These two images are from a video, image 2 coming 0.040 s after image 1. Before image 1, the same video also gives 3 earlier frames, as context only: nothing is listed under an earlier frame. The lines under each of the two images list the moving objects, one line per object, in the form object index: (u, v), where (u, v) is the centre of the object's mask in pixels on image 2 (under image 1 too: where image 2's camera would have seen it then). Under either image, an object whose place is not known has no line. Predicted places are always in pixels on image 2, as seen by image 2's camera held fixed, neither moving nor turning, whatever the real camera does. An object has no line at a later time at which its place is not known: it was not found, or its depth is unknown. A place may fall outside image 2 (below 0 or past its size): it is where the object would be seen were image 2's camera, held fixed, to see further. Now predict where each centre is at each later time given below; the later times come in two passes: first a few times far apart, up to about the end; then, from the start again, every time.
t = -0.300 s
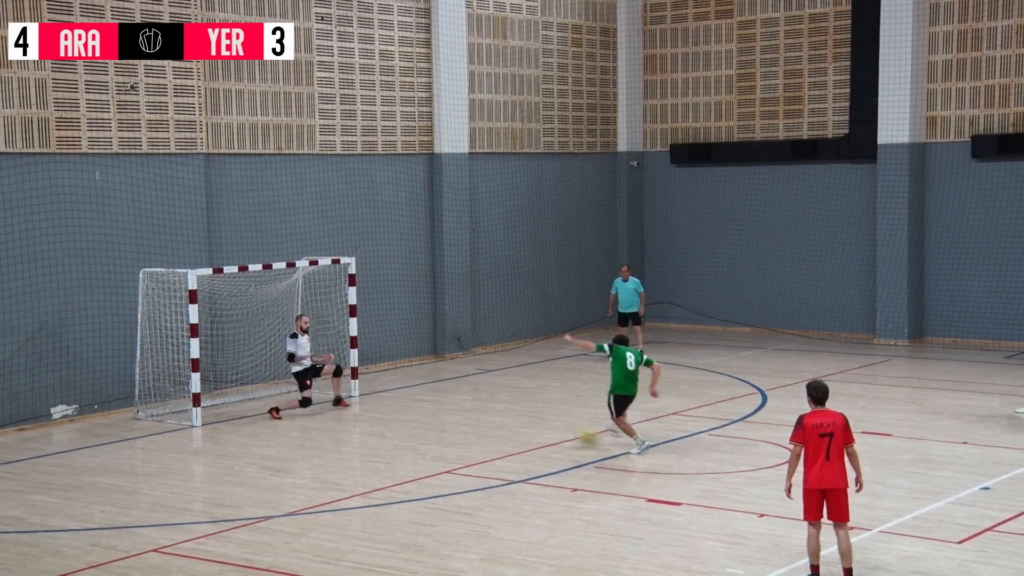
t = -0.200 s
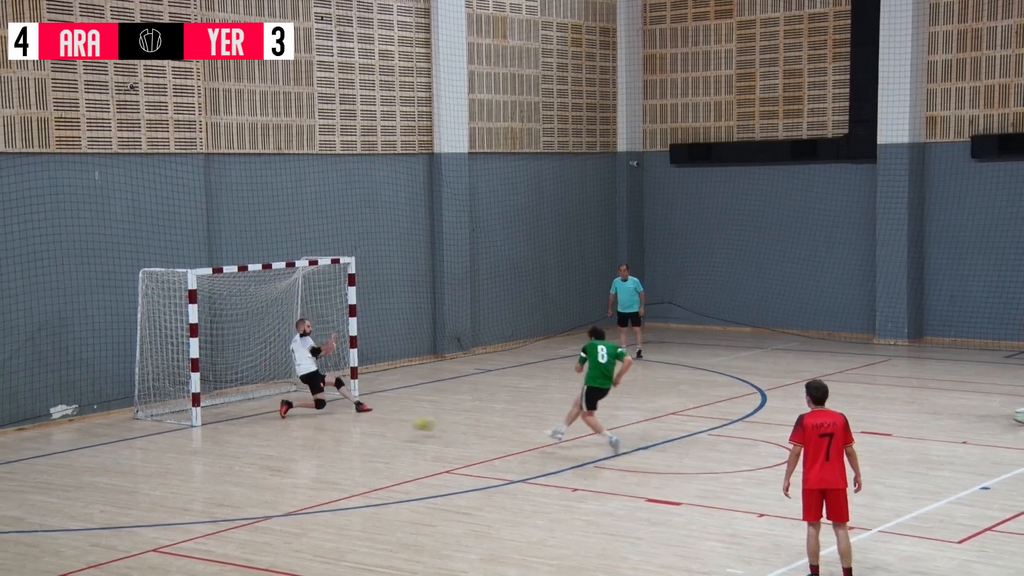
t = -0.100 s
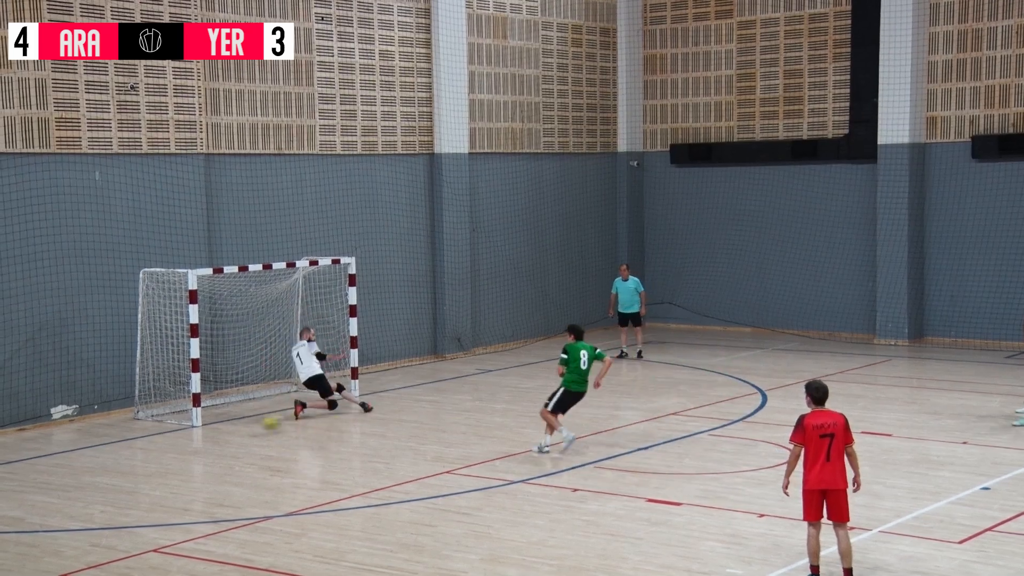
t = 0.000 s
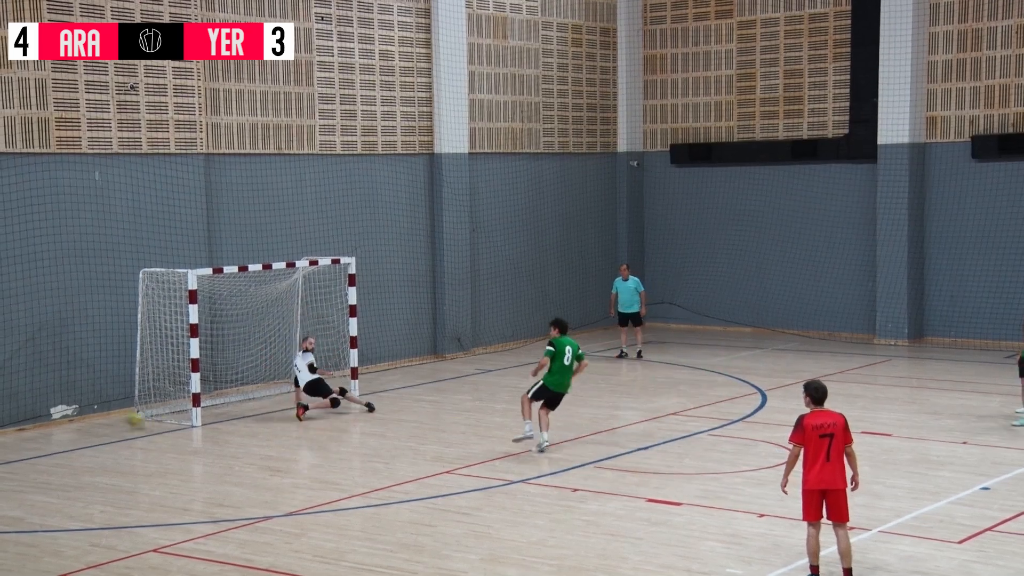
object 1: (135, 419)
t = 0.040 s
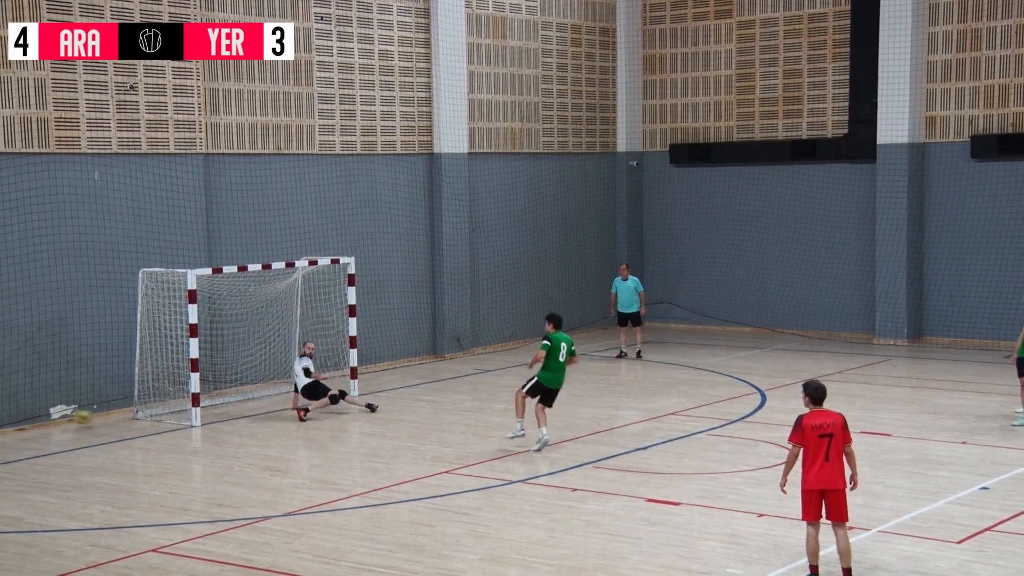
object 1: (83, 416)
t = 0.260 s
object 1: (116, 426)
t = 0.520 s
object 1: (225, 451)
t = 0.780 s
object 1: (324, 469)
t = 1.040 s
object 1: (417, 487)
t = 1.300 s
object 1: (516, 506)
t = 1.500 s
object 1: (598, 523)
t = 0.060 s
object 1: (56, 416)
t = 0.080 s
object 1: (39, 416)
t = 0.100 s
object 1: (46, 416)
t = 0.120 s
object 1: (53, 416)
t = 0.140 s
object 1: (62, 416)
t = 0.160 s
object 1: (72, 417)
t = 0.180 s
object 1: (80, 418)
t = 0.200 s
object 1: (88, 420)
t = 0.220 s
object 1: (97, 422)
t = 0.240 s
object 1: (106, 425)
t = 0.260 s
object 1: (116, 426)
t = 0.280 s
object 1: (125, 429)
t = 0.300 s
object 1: (134, 432)
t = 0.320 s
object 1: (143, 436)
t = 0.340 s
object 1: (153, 440)
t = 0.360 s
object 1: (161, 442)
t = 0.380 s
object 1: (168, 441)
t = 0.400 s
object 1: (176, 442)
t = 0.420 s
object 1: (184, 443)
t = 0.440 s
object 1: (192, 444)
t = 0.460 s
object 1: (200, 445)
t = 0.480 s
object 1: (208, 448)
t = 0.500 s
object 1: (217, 449)
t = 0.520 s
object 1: (225, 451)
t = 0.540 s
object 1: (233, 454)
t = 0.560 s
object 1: (242, 456)
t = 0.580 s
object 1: (249, 456)
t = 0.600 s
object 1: (257, 458)
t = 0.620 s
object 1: (264, 458)
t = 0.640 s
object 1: (272, 460)
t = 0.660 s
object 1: (279, 461)
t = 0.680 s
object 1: (287, 463)
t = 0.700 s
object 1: (296, 465)
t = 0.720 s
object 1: (303, 467)
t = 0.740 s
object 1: (309, 468)
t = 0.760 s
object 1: (316, 469)
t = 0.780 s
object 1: (324, 469)
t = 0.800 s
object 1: (331, 472)
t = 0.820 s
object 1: (338, 473)
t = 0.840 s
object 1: (345, 474)
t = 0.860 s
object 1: (352, 475)
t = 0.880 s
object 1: (359, 476)
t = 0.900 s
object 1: (366, 478)
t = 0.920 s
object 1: (373, 479)
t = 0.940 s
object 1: (381, 480)
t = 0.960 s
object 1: (387, 481)
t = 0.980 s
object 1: (394, 482)
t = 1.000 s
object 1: (402, 484)
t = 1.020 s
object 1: (409, 485)
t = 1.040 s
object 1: (417, 487)
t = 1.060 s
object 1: (424, 489)
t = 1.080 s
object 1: (431, 490)
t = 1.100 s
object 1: (439, 490)
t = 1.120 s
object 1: (446, 490)
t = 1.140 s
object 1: (454, 491)
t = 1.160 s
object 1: (461, 494)
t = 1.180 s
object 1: (469, 497)
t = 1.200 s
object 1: (477, 499)
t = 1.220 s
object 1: (485, 499)
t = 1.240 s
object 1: (493, 501)
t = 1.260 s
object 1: (500, 502)
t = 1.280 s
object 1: (508, 504)
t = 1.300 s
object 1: (516, 506)
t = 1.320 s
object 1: (524, 507)
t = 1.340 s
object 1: (532, 508)
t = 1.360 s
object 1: (540, 510)
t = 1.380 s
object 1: (548, 512)
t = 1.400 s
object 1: (556, 514)
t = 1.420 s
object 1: (565, 515)
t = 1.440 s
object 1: (573, 516)
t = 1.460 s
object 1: (581, 518)
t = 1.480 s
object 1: (590, 520)
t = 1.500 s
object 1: (598, 523)
